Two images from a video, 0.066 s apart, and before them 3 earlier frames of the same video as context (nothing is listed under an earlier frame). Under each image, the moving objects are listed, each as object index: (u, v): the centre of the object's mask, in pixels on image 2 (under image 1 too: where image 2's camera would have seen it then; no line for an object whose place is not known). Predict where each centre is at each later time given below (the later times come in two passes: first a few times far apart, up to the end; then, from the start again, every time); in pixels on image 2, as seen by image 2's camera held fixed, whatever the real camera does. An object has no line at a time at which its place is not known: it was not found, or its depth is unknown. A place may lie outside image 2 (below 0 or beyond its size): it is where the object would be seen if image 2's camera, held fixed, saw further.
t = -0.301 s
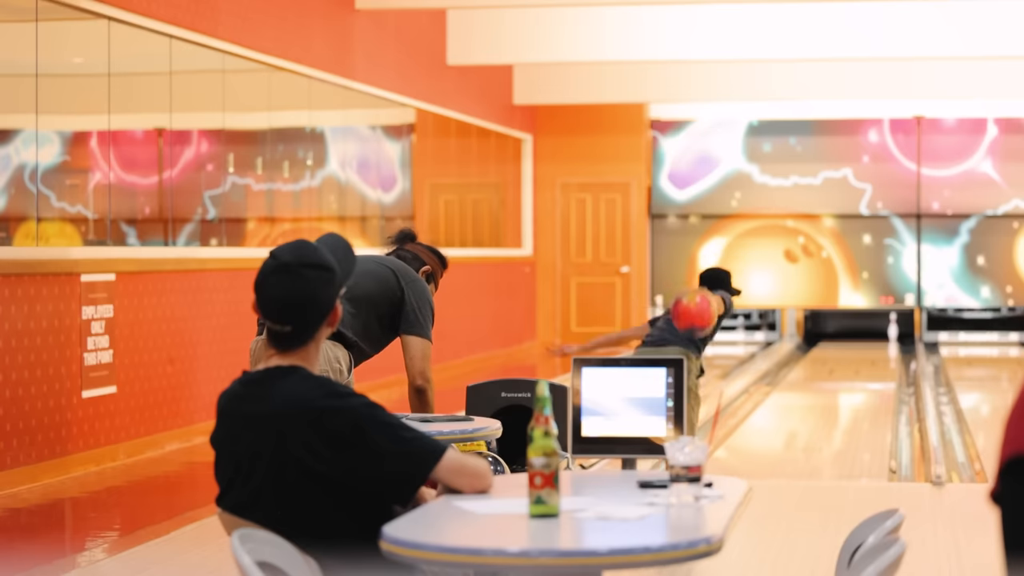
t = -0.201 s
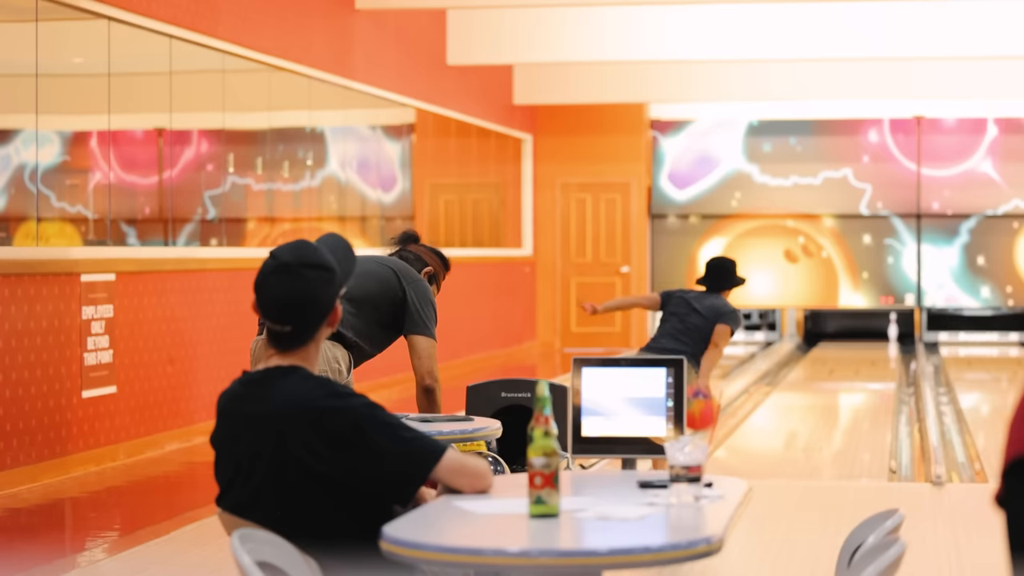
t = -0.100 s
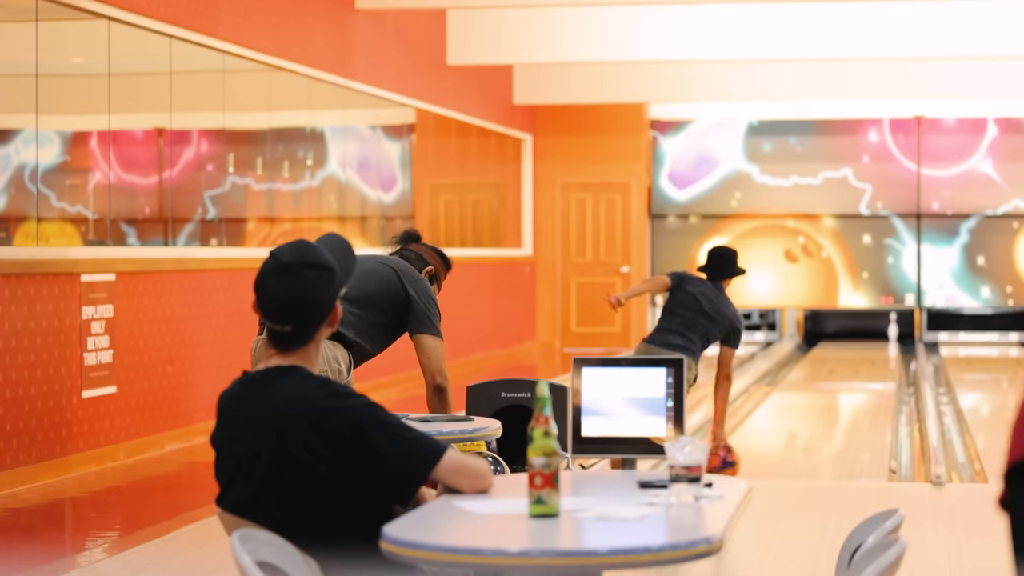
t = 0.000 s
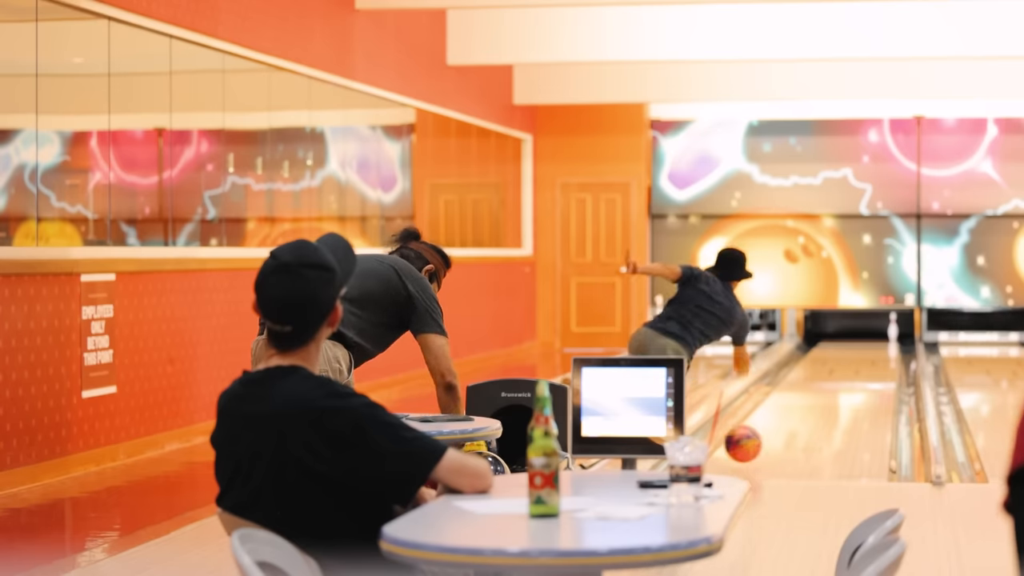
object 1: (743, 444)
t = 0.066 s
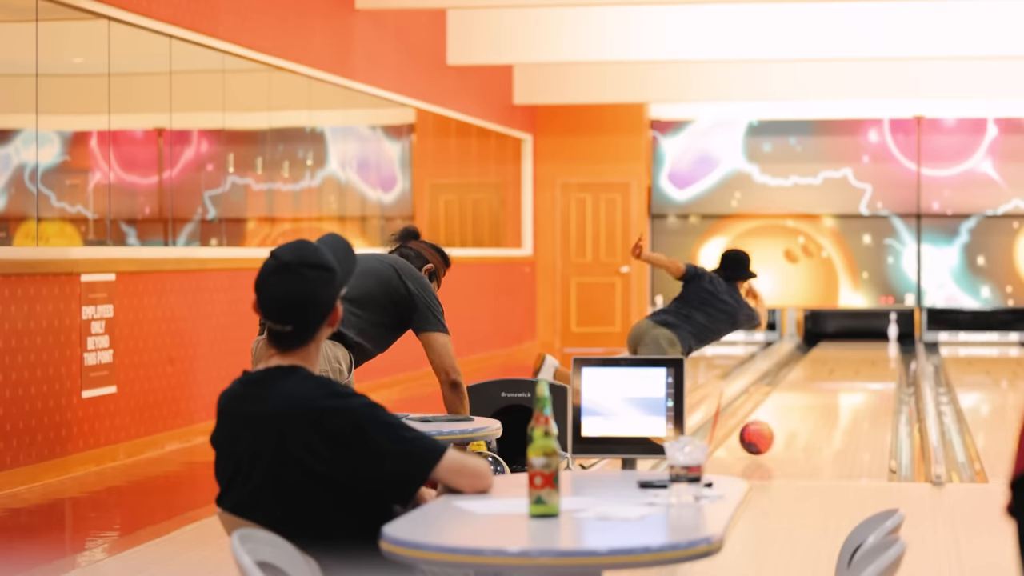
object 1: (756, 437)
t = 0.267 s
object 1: (788, 416)
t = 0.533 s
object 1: (822, 393)
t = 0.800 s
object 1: (846, 374)
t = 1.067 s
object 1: (863, 361)
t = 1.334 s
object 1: (878, 349)
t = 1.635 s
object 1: (890, 340)
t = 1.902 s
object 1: (898, 334)
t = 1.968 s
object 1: (902, 332)
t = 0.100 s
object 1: (762, 435)
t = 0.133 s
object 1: (768, 431)
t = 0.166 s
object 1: (774, 427)
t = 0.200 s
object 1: (778, 423)
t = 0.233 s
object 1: (783, 420)
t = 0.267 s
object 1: (788, 416)
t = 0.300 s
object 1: (793, 413)
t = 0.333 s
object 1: (798, 409)
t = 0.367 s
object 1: (802, 407)
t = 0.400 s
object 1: (806, 404)
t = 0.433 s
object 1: (810, 400)
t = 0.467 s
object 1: (815, 397)
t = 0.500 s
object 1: (818, 395)
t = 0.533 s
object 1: (822, 393)
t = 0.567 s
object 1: (824, 390)
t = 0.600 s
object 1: (827, 388)
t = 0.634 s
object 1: (831, 384)
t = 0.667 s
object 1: (834, 383)
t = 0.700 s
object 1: (837, 381)
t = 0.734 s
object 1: (839, 379)
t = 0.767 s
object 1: (843, 376)
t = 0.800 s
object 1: (846, 374)
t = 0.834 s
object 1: (847, 372)
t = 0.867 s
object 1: (850, 370)
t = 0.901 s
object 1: (852, 369)
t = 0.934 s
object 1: (855, 367)
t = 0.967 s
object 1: (858, 366)
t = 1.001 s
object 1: (861, 363)
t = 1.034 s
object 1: (862, 363)
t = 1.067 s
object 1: (863, 361)
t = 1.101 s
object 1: (865, 360)
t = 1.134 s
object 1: (868, 358)
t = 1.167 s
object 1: (869, 356)
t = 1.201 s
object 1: (871, 355)
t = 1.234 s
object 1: (872, 354)
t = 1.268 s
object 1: (875, 352)
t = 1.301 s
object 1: (876, 350)
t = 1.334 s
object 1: (878, 349)
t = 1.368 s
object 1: (878, 349)
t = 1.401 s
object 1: (879, 348)
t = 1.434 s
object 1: (880, 347)
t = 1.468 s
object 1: (881, 346)
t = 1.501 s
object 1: (883, 345)
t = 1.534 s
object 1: (886, 343)
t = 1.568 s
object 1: (887, 342)
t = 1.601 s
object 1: (889, 341)
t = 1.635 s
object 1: (890, 340)
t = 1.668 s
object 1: (891, 340)
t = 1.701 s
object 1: (892, 339)
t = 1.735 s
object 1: (894, 338)
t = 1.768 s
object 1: (895, 338)
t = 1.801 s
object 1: (897, 336)
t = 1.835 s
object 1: (898, 335)
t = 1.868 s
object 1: (896, 333)
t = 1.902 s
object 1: (898, 334)
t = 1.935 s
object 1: (900, 332)
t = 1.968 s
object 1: (902, 332)
